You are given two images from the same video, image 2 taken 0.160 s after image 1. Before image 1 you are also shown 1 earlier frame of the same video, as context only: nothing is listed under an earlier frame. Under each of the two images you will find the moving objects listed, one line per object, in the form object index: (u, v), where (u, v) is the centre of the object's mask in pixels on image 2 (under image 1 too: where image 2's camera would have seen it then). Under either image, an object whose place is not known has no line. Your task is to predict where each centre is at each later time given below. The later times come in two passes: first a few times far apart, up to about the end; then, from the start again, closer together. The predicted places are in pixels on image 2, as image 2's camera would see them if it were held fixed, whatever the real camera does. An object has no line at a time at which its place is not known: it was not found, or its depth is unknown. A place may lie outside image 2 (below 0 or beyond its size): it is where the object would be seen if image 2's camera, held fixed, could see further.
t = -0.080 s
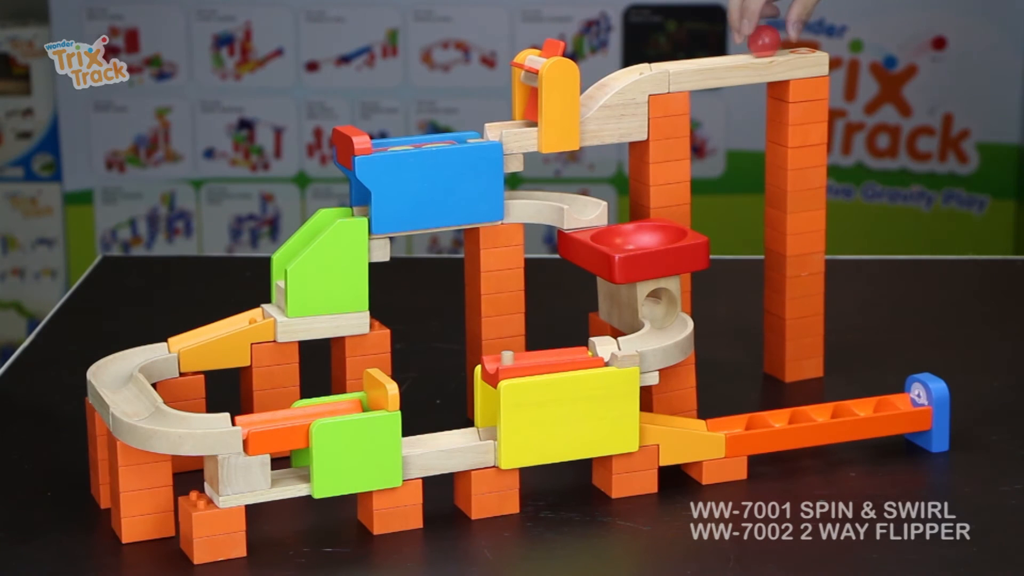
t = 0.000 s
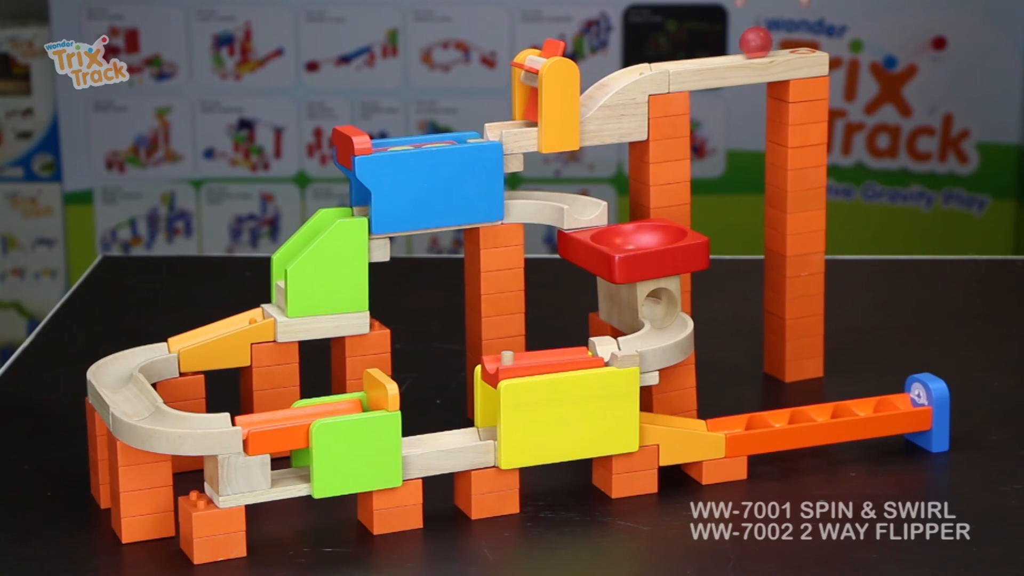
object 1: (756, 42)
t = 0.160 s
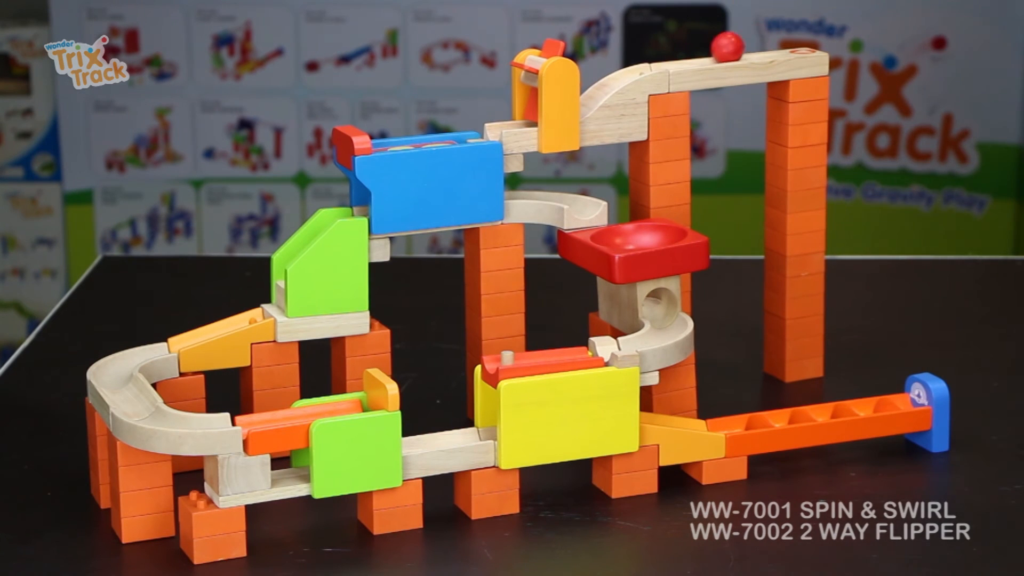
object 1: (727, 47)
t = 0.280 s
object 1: (696, 53)
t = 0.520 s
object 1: (604, 81)
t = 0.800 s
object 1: (445, 132)
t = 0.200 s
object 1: (718, 49)
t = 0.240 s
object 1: (708, 51)
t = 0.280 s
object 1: (696, 53)
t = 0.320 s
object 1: (683, 55)
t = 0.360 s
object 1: (670, 57)
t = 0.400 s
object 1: (655, 59)
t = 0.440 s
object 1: (640, 62)
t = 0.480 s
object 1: (623, 69)
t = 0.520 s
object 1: (604, 81)
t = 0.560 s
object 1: (587, 99)
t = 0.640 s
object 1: (527, 117)
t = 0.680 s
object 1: (508, 119)
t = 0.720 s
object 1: (486, 124)
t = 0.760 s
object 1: (464, 127)
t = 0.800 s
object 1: (445, 132)
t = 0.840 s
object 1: (431, 133)
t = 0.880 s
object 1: (430, 128)
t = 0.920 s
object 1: (435, 130)
